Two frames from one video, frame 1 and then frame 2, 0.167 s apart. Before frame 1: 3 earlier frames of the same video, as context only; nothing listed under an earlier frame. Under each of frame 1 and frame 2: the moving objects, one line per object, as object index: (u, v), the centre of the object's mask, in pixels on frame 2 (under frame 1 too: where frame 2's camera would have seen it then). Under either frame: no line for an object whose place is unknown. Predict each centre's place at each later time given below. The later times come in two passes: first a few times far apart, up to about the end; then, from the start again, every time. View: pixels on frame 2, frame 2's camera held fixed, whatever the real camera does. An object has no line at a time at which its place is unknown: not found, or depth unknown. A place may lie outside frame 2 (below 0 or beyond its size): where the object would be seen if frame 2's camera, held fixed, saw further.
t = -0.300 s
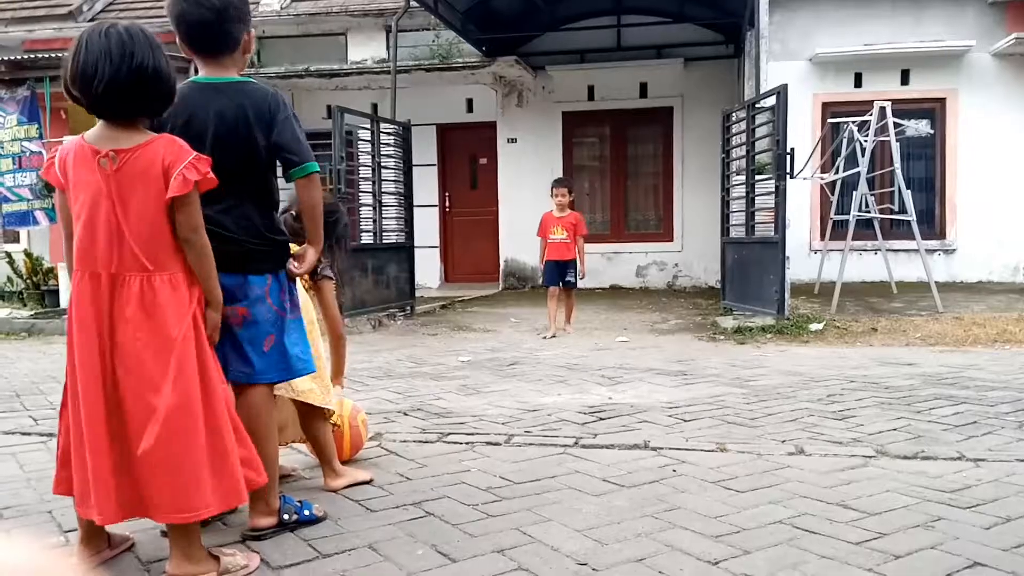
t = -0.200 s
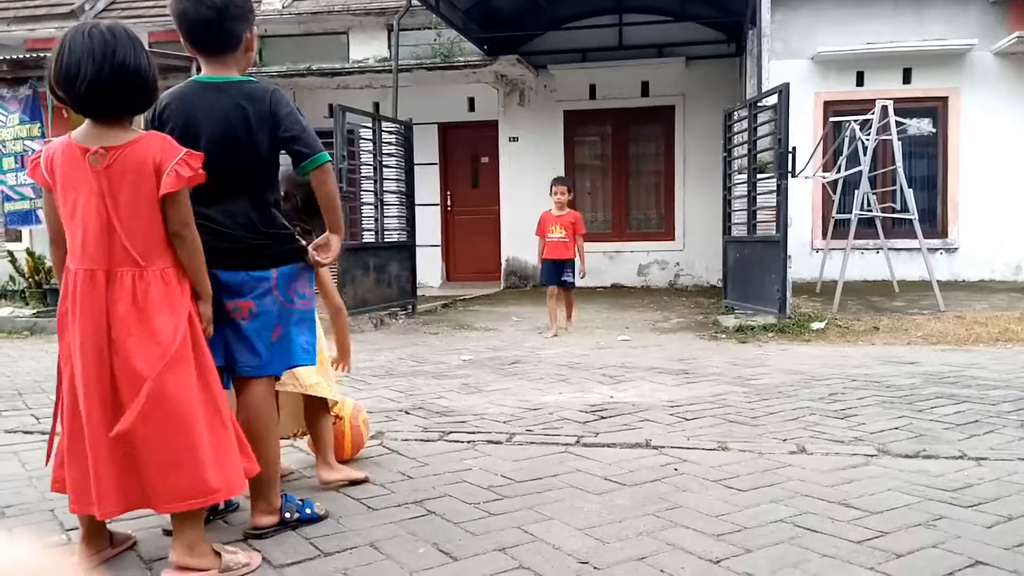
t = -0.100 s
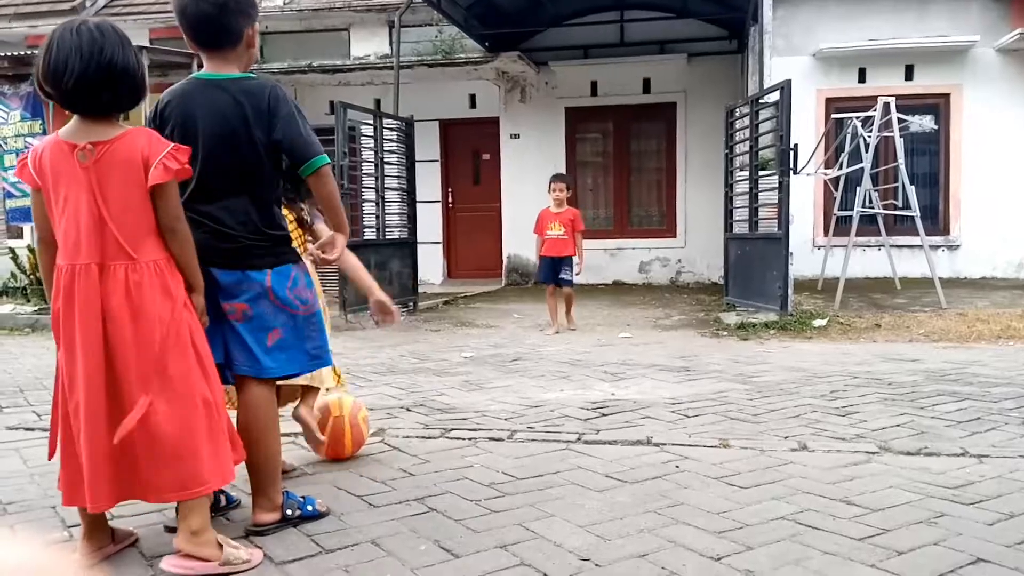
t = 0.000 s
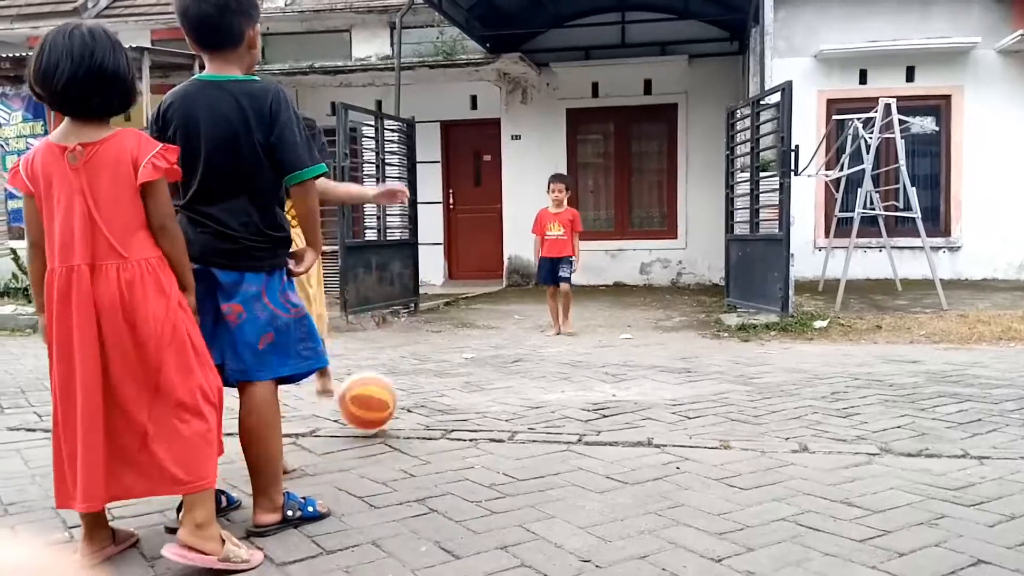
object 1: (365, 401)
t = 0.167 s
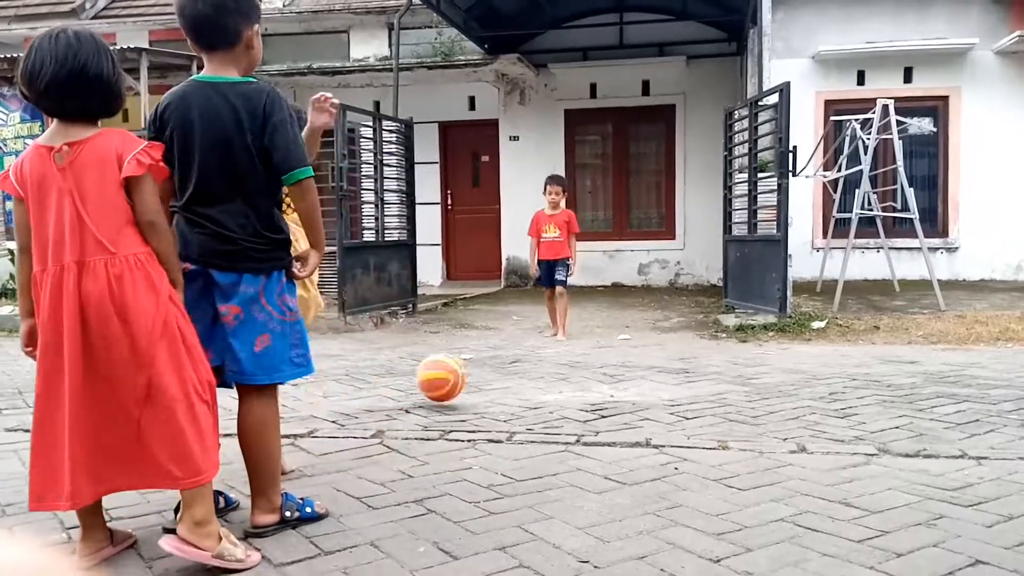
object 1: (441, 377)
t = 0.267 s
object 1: (472, 371)
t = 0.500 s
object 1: (521, 351)
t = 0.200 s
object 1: (452, 381)
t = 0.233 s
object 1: (463, 376)
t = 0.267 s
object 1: (472, 371)
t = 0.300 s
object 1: (481, 368)
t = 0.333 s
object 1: (490, 362)
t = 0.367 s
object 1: (497, 359)
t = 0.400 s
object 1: (504, 357)
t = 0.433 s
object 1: (510, 358)
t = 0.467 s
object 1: (516, 354)
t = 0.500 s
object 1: (521, 351)
